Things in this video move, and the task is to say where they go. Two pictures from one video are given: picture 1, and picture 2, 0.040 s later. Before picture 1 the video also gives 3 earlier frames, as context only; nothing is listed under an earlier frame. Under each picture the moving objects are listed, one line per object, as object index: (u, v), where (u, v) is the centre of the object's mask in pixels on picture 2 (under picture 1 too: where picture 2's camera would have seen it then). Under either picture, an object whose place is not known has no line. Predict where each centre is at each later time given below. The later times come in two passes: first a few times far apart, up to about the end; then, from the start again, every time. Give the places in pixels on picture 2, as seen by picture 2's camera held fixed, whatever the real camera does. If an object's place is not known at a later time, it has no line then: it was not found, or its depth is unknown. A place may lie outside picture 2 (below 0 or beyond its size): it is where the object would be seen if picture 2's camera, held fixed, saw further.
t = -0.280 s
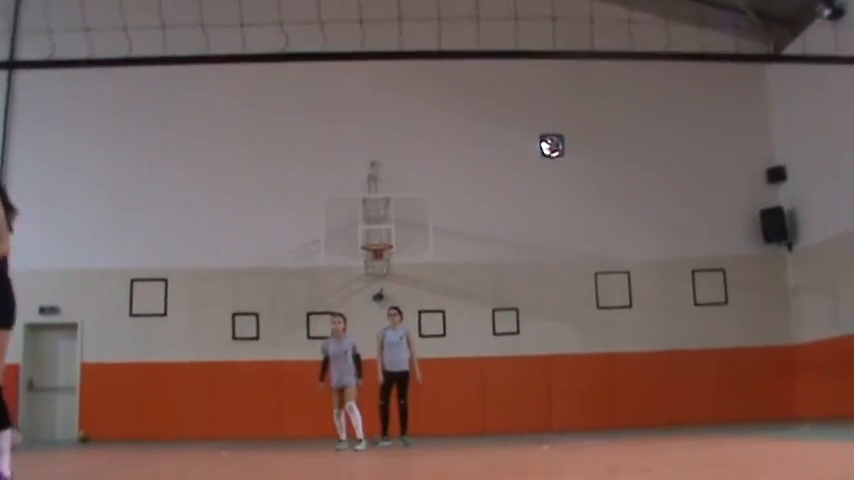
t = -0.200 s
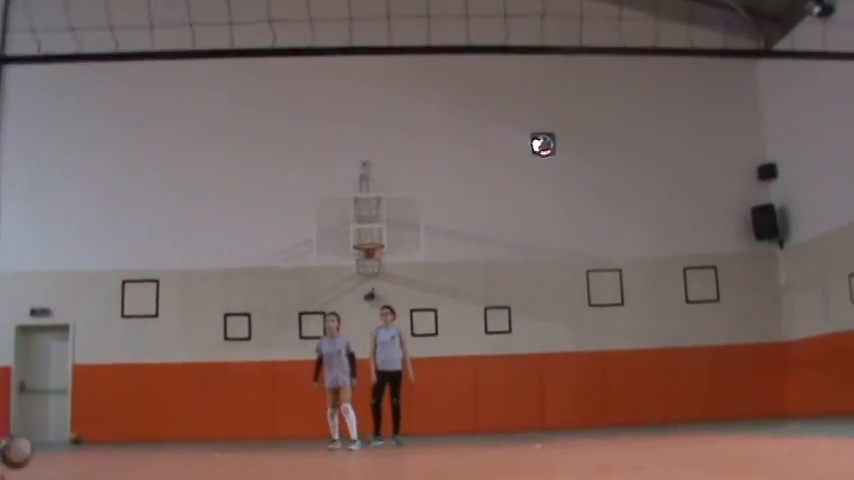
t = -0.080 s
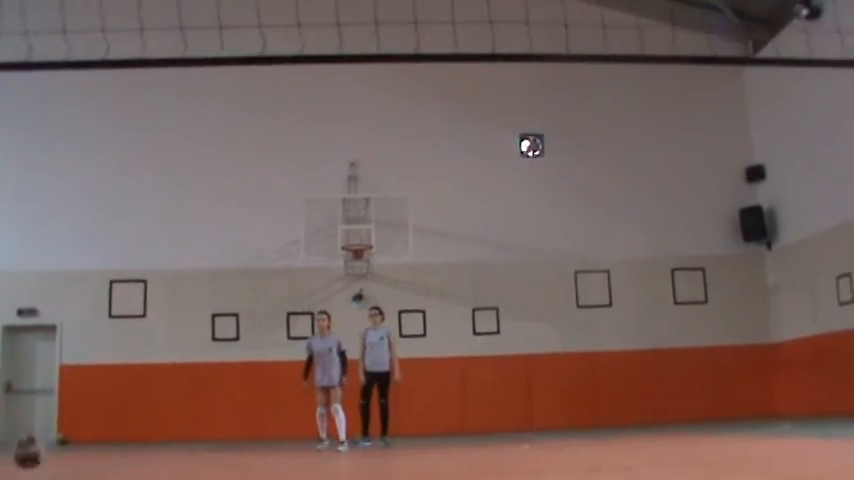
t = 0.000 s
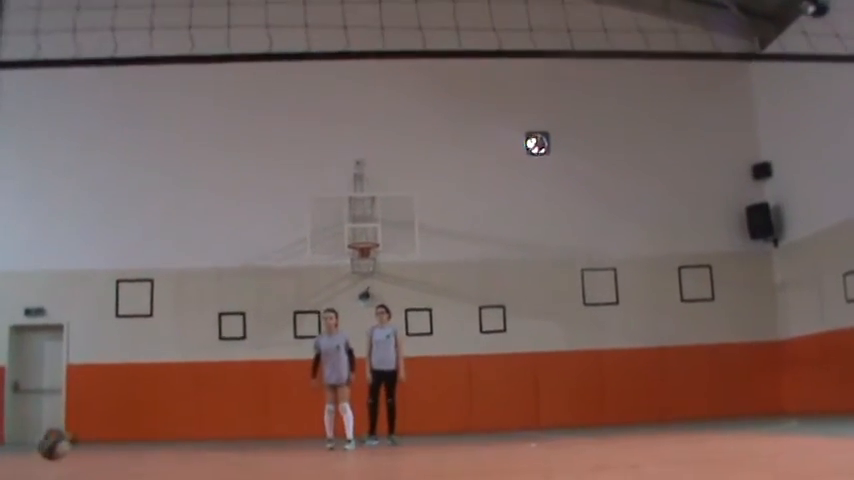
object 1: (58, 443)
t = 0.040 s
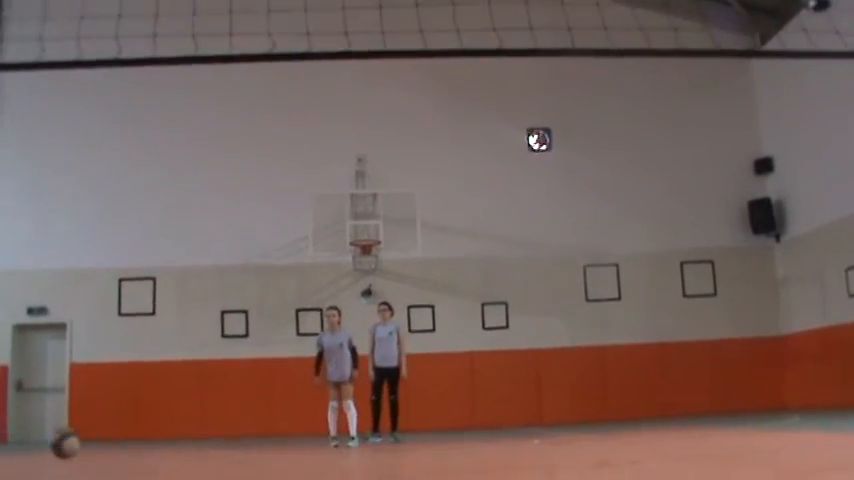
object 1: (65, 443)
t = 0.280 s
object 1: (109, 445)
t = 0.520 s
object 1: (148, 445)
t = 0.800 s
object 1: (184, 445)
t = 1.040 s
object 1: (211, 447)
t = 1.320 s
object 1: (239, 444)
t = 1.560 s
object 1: (259, 442)
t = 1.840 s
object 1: (279, 440)
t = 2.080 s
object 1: (295, 439)
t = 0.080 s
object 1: (73, 447)
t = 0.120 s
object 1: (81, 452)
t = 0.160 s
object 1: (89, 459)
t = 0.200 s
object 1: (96, 453)
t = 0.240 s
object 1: (103, 448)
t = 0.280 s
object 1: (109, 445)
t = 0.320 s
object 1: (116, 445)
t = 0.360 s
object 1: (123, 447)
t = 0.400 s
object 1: (130, 452)
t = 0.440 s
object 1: (137, 452)
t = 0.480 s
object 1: (142, 447)
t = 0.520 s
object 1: (148, 445)
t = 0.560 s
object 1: (154, 446)
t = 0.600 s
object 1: (158, 447)
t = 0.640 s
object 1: (164, 454)
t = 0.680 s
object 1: (169, 449)
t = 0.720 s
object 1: (175, 445)
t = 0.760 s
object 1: (180, 444)
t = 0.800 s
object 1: (184, 445)
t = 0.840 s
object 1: (189, 447)
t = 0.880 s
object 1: (192, 450)
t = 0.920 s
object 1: (198, 445)
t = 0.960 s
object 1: (202, 445)
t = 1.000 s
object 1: (206, 446)
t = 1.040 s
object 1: (211, 447)
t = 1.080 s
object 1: (215, 445)
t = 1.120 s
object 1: (220, 443)
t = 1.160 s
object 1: (224, 445)
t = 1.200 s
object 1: (227, 447)
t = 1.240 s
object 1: (230, 444)
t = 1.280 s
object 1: (235, 444)
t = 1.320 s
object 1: (239, 444)
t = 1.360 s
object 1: (243, 443)
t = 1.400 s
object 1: (247, 441)
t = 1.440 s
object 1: (250, 441)
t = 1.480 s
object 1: (253, 443)
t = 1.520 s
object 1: (255, 443)
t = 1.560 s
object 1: (259, 442)
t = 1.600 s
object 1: (263, 443)
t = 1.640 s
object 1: (265, 441)
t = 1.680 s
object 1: (269, 442)
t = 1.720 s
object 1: (271, 440)
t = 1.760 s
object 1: (274, 440)
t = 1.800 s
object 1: (277, 441)
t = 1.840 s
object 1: (279, 440)
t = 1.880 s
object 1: (281, 441)
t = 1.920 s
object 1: (283, 440)
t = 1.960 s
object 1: (285, 441)
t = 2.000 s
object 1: (288, 441)
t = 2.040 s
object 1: (292, 439)
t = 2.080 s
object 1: (295, 439)
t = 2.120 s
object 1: (297, 439)
